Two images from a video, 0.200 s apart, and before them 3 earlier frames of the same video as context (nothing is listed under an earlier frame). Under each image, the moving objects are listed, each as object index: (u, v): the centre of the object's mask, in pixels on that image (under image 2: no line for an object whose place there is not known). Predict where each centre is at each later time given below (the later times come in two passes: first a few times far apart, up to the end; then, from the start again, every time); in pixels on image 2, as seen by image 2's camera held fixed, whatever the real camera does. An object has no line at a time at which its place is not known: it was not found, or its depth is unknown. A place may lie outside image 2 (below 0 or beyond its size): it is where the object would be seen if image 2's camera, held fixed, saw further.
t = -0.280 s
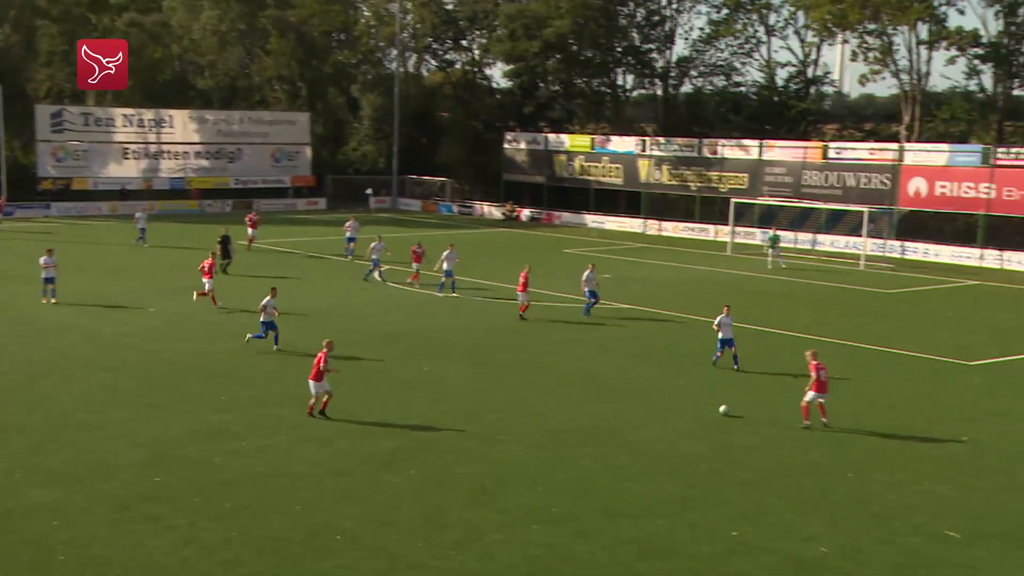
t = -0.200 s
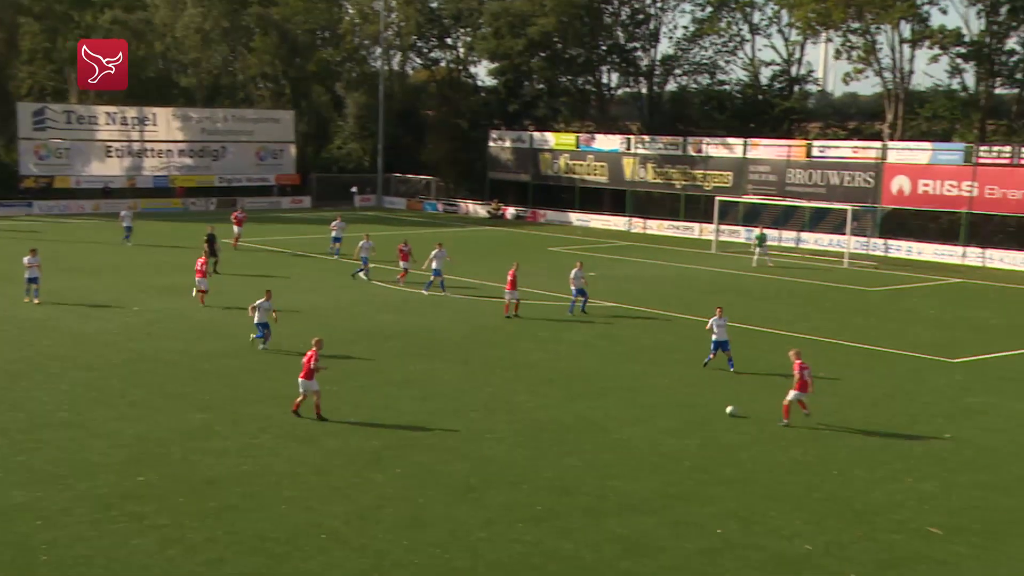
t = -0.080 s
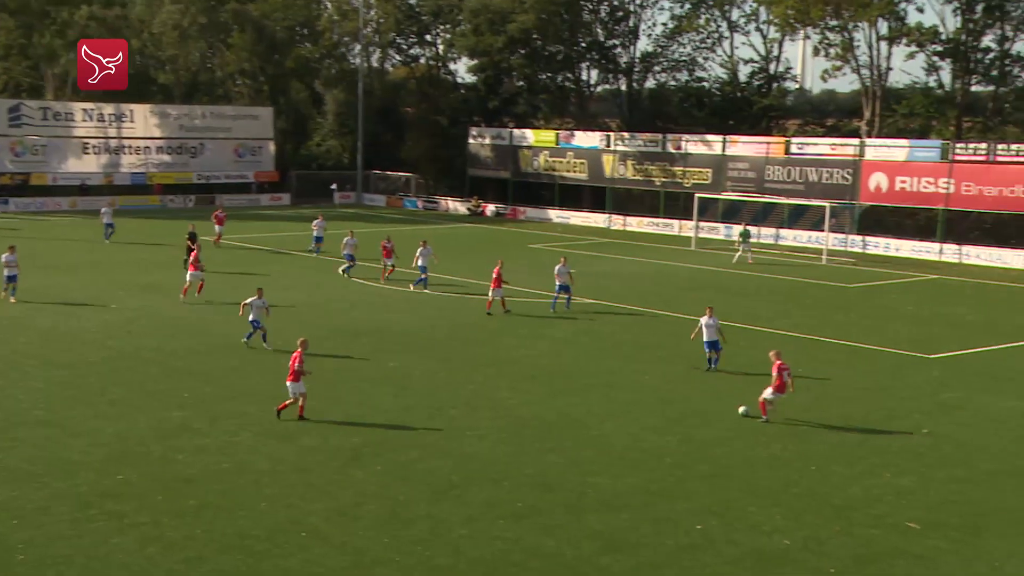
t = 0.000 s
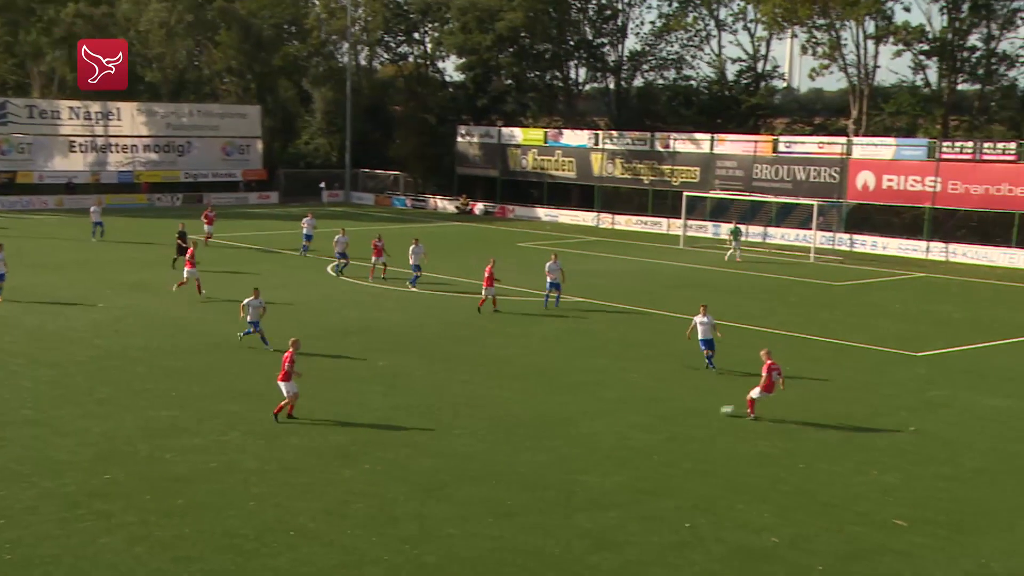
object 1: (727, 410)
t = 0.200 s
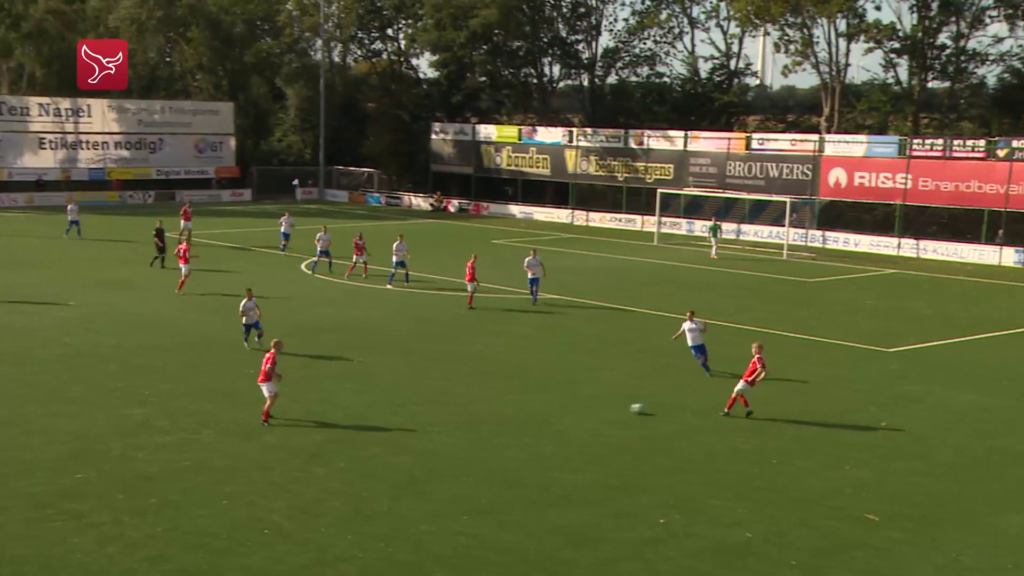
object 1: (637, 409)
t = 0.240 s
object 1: (625, 409)
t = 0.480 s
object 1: (565, 411)
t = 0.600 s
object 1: (538, 412)
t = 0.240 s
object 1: (625, 409)
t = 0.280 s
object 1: (613, 409)
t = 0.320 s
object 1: (602, 409)
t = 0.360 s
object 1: (592, 410)
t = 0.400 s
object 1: (583, 410)
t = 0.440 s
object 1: (573, 411)
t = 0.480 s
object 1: (565, 411)
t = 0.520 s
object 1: (556, 410)
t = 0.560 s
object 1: (547, 411)
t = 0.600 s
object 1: (538, 412)
